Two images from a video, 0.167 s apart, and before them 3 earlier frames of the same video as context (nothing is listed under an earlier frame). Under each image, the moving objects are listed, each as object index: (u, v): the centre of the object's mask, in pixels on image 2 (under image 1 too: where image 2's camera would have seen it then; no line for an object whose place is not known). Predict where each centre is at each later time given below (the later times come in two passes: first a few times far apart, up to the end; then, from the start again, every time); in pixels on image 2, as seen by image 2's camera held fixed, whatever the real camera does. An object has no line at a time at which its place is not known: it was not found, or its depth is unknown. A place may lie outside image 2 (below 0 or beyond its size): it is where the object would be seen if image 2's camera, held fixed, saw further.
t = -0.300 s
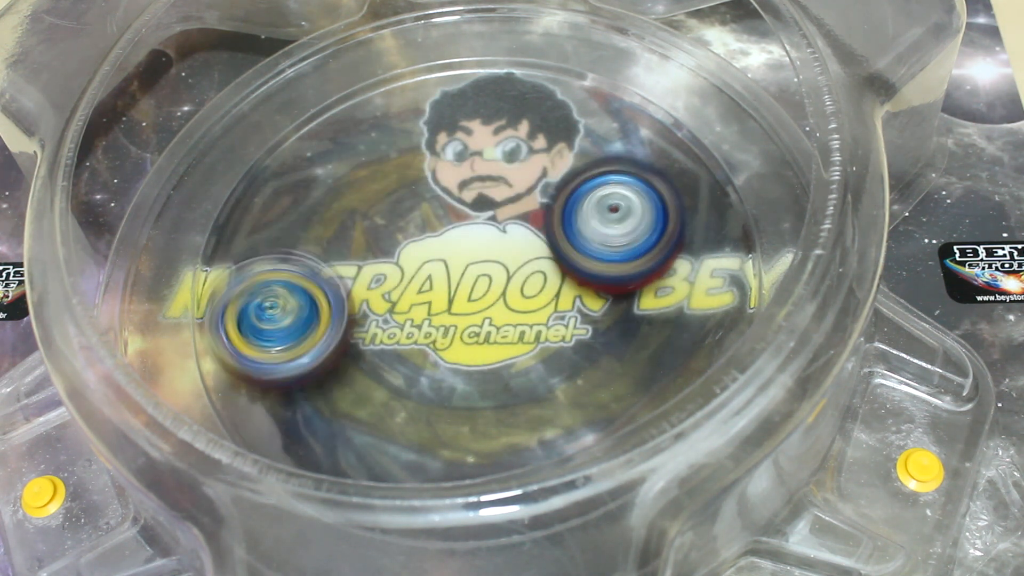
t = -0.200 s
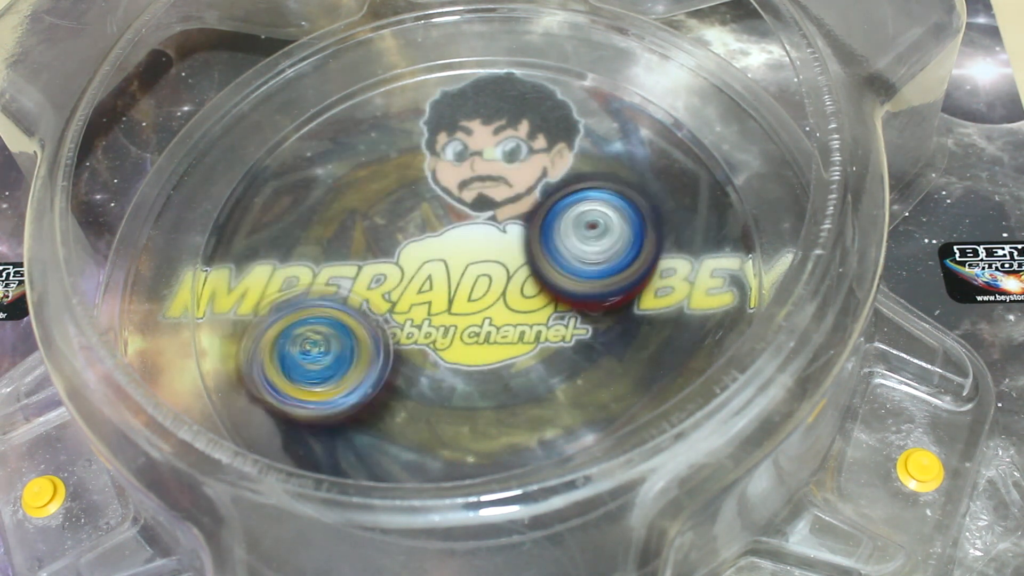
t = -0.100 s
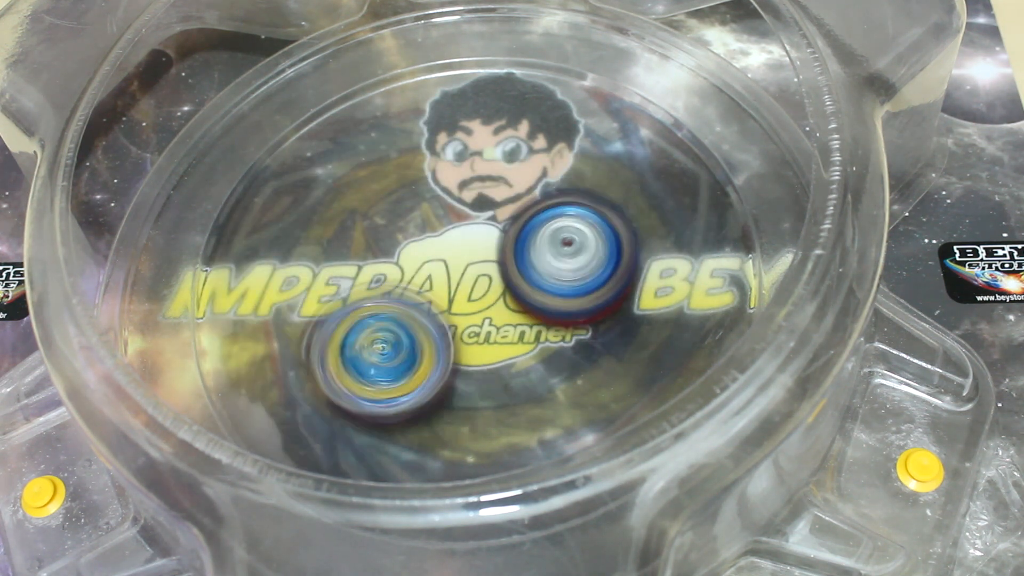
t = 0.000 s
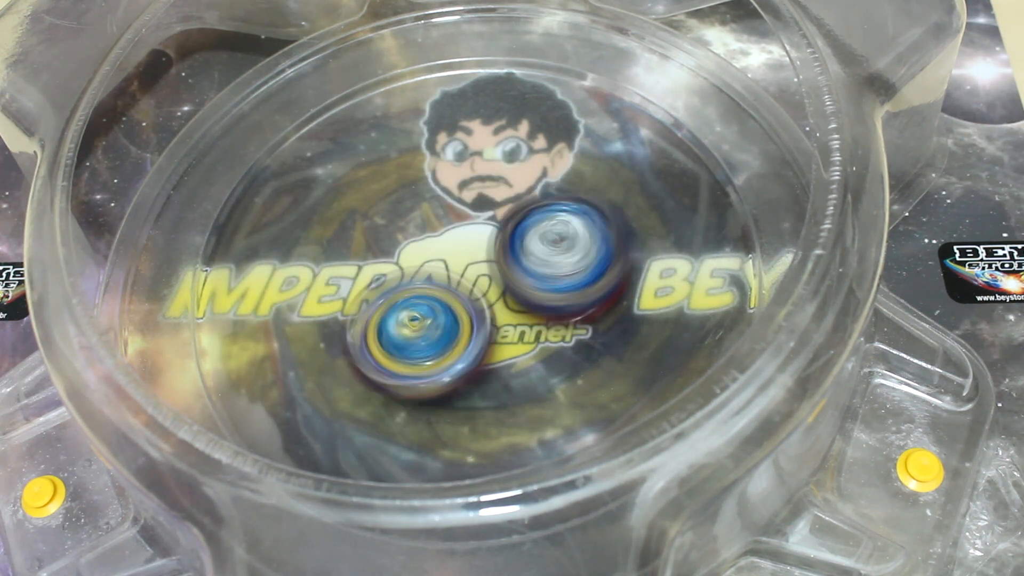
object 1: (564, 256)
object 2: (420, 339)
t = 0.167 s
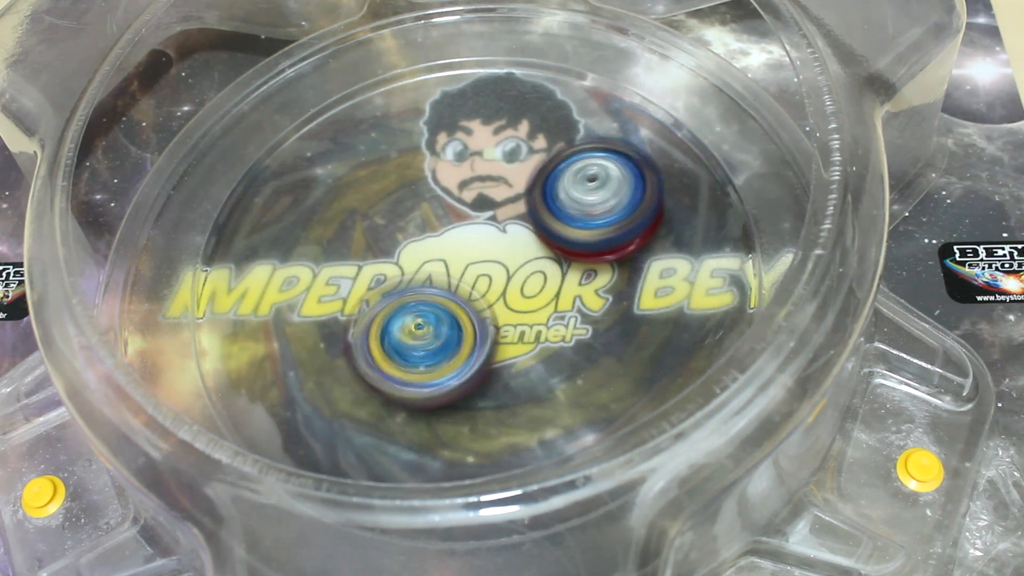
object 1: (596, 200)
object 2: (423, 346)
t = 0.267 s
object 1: (591, 206)
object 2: (428, 332)
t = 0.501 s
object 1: (574, 225)
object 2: (422, 264)
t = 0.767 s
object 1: (547, 250)
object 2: (380, 225)
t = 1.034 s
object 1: (561, 278)
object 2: (367, 237)
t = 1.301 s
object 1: (564, 307)
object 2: (407, 287)
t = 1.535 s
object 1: (593, 312)
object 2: (404, 253)
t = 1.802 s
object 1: (574, 299)
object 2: (412, 224)
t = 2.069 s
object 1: (572, 297)
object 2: (411, 204)
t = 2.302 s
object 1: (545, 304)
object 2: (389, 237)
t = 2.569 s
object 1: (569, 332)
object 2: (401, 252)
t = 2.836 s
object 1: (547, 344)
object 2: (435, 253)
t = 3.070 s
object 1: (550, 343)
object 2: (384, 238)
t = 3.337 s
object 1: (528, 336)
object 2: (401, 250)
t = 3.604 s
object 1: (515, 336)
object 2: (423, 222)
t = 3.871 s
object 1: (492, 337)
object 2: (442, 213)
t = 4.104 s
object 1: (490, 349)
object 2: (449, 195)
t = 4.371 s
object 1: (483, 343)
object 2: (466, 209)
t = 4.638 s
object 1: (478, 350)
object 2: (464, 211)
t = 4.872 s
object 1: (471, 348)
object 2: (453, 213)
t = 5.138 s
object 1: (470, 357)
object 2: (415, 183)
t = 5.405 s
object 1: (462, 338)
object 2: (414, 210)
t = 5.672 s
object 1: (471, 352)
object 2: (444, 200)
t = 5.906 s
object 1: (463, 345)
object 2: (450, 211)
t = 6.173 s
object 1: (462, 340)
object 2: (464, 205)
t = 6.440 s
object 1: (461, 327)
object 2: (474, 185)
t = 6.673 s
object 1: (451, 332)
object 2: (489, 185)
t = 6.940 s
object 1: (443, 337)
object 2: (463, 190)
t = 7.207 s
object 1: (445, 309)
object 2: (462, 190)
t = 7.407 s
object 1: (446, 303)
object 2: (464, 188)
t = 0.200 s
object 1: (595, 201)
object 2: (424, 341)
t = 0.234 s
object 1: (593, 203)
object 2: (426, 338)
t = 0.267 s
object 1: (591, 206)
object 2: (428, 332)
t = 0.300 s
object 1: (589, 209)
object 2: (430, 327)
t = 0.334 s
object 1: (587, 211)
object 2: (433, 317)
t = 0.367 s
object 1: (584, 214)
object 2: (431, 308)
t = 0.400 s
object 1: (582, 217)
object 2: (431, 293)
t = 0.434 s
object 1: (580, 220)
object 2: (428, 284)
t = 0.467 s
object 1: (577, 223)
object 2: (426, 276)
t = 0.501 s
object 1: (574, 225)
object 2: (422, 264)
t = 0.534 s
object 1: (571, 228)
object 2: (417, 255)
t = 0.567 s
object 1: (568, 231)
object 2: (413, 246)
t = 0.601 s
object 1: (564, 234)
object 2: (405, 239)
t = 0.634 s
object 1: (561, 237)
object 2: (398, 232)
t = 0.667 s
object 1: (558, 240)
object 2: (390, 227)
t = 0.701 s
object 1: (554, 243)
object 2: (387, 225)
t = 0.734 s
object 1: (551, 247)
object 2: (381, 224)
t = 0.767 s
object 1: (547, 250)
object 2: (380, 225)
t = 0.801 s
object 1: (543, 253)
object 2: (378, 225)
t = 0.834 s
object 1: (540, 257)
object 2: (380, 227)
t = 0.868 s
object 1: (536, 260)
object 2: (381, 228)
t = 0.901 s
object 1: (533, 265)
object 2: (387, 231)
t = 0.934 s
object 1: (529, 269)
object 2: (391, 230)
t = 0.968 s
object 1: (534, 273)
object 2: (388, 230)
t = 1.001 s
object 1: (551, 275)
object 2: (378, 233)
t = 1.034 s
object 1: (561, 278)
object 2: (367, 237)
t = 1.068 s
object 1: (566, 284)
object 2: (357, 246)
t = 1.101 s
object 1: (566, 288)
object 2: (352, 255)
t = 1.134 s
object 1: (566, 291)
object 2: (351, 266)
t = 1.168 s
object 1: (566, 294)
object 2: (356, 274)
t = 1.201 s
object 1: (566, 298)
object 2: (364, 284)
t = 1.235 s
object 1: (565, 302)
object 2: (378, 288)
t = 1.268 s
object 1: (565, 303)
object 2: (389, 289)
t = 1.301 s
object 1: (564, 307)
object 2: (407, 287)
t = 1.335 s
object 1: (568, 310)
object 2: (414, 282)
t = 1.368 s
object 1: (582, 311)
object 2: (414, 278)
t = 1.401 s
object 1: (590, 311)
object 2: (410, 272)
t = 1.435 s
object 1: (592, 312)
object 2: (409, 266)
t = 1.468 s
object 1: (593, 312)
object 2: (406, 262)
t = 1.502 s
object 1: (593, 312)
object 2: (406, 258)
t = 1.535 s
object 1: (593, 312)
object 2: (404, 253)
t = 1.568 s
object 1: (591, 311)
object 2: (404, 248)
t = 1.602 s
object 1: (590, 310)
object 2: (403, 245)
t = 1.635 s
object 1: (588, 309)
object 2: (404, 239)
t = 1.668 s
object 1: (586, 307)
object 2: (403, 237)
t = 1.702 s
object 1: (584, 305)
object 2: (406, 234)
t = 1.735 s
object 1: (582, 303)
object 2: (407, 231)
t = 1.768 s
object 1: (577, 300)
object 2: (410, 227)
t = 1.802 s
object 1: (574, 299)
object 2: (412, 224)
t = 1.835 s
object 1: (571, 297)
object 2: (415, 221)
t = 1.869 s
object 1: (566, 295)
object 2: (420, 220)
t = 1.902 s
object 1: (563, 293)
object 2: (423, 217)
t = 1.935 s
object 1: (558, 293)
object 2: (428, 216)
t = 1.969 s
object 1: (552, 290)
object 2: (432, 215)
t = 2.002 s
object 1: (562, 294)
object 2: (429, 209)
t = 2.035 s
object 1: (570, 296)
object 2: (420, 206)
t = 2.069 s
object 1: (572, 297)
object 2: (411, 204)
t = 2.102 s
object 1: (571, 297)
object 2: (400, 204)
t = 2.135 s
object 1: (567, 298)
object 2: (392, 206)
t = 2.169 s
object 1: (562, 299)
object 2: (384, 212)
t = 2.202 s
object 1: (558, 300)
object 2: (383, 218)
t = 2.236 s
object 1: (554, 301)
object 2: (381, 226)
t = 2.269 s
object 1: (550, 303)
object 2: (384, 230)
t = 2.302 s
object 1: (545, 304)
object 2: (389, 237)
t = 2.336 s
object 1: (540, 306)
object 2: (394, 242)
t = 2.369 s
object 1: (535, 307)
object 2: (404, 247)
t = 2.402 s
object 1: (544, 313)
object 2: (406, 247)
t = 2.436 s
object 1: (557, 318)
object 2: (405, 247)
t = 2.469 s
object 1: (567, 323)
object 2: (402, 248)
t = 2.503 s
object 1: (571, 326)
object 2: (402, 249)
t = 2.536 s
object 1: (572, 329)
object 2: (400, 251)
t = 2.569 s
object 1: (569, 332)
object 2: (401, 252)
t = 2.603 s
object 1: (567, 334)
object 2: (403, 254)
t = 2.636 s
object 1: (564, 336)
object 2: (404, 254)
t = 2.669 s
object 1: (562, 337)
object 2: (409, 257)
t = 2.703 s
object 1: (559, 339)
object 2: (413, 257)
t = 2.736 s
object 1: (556, 341)
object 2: (418, 255)
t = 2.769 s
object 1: (553, 342)
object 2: (423, 256)
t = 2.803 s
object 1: (549, 343)
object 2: (430, 254)
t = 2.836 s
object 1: (547, 344)
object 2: (435, 253)
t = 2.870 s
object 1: (555, 348)
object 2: (431, 248)
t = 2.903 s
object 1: (561, 347)
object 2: (422, 243)
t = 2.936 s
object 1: (561, 347)
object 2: (412, 238)
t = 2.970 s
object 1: (558, 346)
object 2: (405, 236)
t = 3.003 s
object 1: (556, 346)
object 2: (395, 236)
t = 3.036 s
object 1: (553, 344)
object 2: (389, 236)
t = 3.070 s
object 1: (550, 343)
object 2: (384, 238)
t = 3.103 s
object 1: (547, 342)
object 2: (381, 239)
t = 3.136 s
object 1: (544, 340)
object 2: (380, 242)
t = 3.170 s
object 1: (540, 339)
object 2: (380, 245)
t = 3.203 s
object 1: (536, 337)
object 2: (384, 249)
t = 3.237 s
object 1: (532, 336)
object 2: (386, 251)
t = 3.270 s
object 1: (529, 334)
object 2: (392, 252)
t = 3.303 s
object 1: (523, 333)
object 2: (400, 254)
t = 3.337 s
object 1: (528, 336)
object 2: (401, 250)
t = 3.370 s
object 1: (530, 336)
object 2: (407, 249)
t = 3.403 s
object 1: (530, 336)
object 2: (408, 247)
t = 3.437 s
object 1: (526, 336)
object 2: (414, 243)
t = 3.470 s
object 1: (524, 336)
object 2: (418, 241)
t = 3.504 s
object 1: (525, 337)
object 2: (419, 234)
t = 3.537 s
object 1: (523, 337)
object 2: (420, 231)
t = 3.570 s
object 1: (519, 337)
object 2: (421, 228)
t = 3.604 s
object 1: (515, 336)
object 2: (423, 222)
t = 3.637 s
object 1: (513, 337)
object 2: (425, 220)
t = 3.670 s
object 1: (509, 338)
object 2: (425, 218)
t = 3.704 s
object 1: (507, 338)
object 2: (427, 215)
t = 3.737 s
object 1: (503, 337)
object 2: (431, 214)
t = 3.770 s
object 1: (501, 339)
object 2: (431, 213)
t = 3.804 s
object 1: (498, 338)
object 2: (436, 213)
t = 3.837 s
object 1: (495, 338)
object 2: (437, 212)
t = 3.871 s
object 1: (492, 337)
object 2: (442, 213)
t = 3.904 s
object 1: (492, 340)
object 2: (447, 209)
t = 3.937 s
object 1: (494, 349)
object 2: (450, 207)
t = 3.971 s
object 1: (496, 351)
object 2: (446, 204)
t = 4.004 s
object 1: (496, 351)
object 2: (448, 199)
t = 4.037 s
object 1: (493, 349)
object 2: (448, 199)
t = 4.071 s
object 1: (491, 349)
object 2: (448, 195)
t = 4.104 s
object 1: (490, 349)
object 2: (449, 195)
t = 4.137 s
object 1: (489, 350)
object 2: (451, 195)
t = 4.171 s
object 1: (488, 349)
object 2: (451, 195)
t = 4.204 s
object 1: (488, 350)
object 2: (454, 196)
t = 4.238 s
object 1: (487, 348)
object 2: (454, 198)
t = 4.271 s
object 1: (486, 347)
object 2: (457, 201)
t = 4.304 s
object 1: (486, 346)
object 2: (461, 203)
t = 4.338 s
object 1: (484, 345)
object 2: (464, 208)
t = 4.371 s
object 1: (483, 343)
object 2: (466, 209)
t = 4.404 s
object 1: (485, 349)
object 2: (471, 207)
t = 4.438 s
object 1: (487, 356)
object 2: (468, 210)
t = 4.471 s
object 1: (488, 356)
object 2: (467, 205)
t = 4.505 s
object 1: (486, 355)
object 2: (467, 206)
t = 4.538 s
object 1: (484, 354)
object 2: (466, 206)
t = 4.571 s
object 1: (482, 353)
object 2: (464, 207)
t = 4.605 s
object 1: (481, 351)
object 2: (466, 208)
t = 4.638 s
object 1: (478, 350)
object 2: (464, 211)
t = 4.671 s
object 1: (477, 349)
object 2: (465, 213)
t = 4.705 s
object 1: (475, 349)
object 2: (465, 214)
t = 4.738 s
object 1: (476, 349)
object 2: (464, 216)
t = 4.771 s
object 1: (475, 351)
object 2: (461, 213)
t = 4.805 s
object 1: (475, 350)
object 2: (460, 213)
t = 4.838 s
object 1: (473, 349)
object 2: (456, 213)
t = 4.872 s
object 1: (471, 348)
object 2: (453, 213)
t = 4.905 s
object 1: (469, 347)
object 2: (453, 212)
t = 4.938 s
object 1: (470, 353)
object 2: (449, 210)
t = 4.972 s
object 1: (472, 360)
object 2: (444, 203)
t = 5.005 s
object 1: (475, 362)
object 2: (441, 200)
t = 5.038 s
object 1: (475, 361)
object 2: (433, 195)
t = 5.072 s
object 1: (473, 359)
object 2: (426, 188)
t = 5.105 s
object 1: (472, 357)
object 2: (421, 186)
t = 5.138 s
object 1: (470, 357)
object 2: (415, 183)
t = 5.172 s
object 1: (469, 356)
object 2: (409, 185)
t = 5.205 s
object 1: (468, 355)
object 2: (406, 185)
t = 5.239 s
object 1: (467, 354)
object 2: (404, 188)
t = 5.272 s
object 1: (466, 352)
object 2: (402, 192)
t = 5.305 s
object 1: (465, 350)
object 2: (403, 198)
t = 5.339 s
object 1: (463, 346)
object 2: (405, 202)
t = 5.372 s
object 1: (460, 339)
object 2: (411, 210)
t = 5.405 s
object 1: (462, 338)
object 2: (414, 210)
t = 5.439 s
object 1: (464, 337)
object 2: (420, 212)
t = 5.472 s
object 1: (467, 339)
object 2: (420, 211)
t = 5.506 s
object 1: (471, 342)
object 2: (423, 209)
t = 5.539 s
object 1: (473, 342)
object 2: (424, 208)
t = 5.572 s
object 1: (472, 339)
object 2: (429, 209)
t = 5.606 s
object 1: (470, 339)
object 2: (437, 211)
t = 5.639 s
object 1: (470, 347)
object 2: (438, 205)
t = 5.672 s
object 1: (471, 352)
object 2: (444, 200)
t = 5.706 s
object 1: (473, 353)
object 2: (448, 203)
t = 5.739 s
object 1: (472, 351)
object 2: (444, 205)
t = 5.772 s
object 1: (470, 349)
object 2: (441, 203)
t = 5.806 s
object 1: (468, 349)
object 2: (443, 198)
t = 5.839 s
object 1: (465, 349)
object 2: (453, 199)
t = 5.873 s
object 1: (464, 348)
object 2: (456, 208)
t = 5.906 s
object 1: (463, 345)
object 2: (450, 211)
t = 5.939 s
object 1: (462, 340)
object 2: (448, 209)
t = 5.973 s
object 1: (458, 335)
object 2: (451, 207)
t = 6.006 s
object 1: (457, 332)
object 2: (456, 208)
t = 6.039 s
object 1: (458, 333)
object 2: (463, 205)
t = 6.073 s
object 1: (459, 334)
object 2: (469, 207)
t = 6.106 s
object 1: (461, 336)
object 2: (470, 207)
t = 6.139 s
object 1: (462, 337)
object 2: (466, 207)
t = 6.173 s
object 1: (462, 340)
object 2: (464, 205)
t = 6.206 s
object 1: (463, 342)
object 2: (465, 195)
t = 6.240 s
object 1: (465, 343)
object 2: (472, 188)
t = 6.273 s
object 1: (467, 341)
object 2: (477, 187)
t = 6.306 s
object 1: (467, 337)
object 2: (478, 188)
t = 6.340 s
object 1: (465, 335)
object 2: (477, 189)
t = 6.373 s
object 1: (463, 332)
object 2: (474, 189)
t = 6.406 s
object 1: (462, 330)
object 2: (472, 189)
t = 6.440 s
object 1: (461, 327)
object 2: (474, 185)
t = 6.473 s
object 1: (462, 325)
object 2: (474, 187)
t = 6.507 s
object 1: (461, 320)
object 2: (477, 190)
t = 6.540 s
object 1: (462, 318)
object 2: (481, 191)
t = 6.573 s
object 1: (464, 318)
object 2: (481, 191)
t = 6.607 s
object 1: (462, 316)
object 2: (486, 195)
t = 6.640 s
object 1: (457, 323)
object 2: (490, 188)
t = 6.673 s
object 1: (451, 332)
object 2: (489, 185)
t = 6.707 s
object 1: (446, 338)
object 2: (488, 183)
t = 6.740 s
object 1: (440, 340)
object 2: (485, 185)
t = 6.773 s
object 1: (437, 342)
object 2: (484, 186)
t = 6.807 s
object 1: (436, 343)
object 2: (482, 190)
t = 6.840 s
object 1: (437, 344)
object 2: (477, 192)
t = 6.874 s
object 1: (440, 343)
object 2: (471, 193)
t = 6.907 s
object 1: (442, 341)
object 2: (466, 191)
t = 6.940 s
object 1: (443, 337)
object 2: (463, 190)
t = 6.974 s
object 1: (442, 333)
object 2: (464, 185)
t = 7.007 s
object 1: (441, 329)
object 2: (464, 184)
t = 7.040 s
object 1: (441, 325)
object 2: (466, 185)
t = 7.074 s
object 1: (442, 321)
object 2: (467, 187)
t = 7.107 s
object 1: (442, 318)
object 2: (466, 189)
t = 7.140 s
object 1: (443, 312)
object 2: (462, 192)
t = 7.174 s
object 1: (444, 310)
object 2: (462, 191)
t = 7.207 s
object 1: (445, 309)
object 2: (462, 190)
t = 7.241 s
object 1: (446, 308)
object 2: (462, 190)
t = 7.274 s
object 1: (447, 303)
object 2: (463, 191)
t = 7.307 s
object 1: (446, 301)
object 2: (466, 189)
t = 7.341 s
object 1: (446, 301)
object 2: (466, 190)
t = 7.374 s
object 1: (445, 302)
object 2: (465, 190)
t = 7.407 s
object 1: (446, 303)
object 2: (464, 188)
